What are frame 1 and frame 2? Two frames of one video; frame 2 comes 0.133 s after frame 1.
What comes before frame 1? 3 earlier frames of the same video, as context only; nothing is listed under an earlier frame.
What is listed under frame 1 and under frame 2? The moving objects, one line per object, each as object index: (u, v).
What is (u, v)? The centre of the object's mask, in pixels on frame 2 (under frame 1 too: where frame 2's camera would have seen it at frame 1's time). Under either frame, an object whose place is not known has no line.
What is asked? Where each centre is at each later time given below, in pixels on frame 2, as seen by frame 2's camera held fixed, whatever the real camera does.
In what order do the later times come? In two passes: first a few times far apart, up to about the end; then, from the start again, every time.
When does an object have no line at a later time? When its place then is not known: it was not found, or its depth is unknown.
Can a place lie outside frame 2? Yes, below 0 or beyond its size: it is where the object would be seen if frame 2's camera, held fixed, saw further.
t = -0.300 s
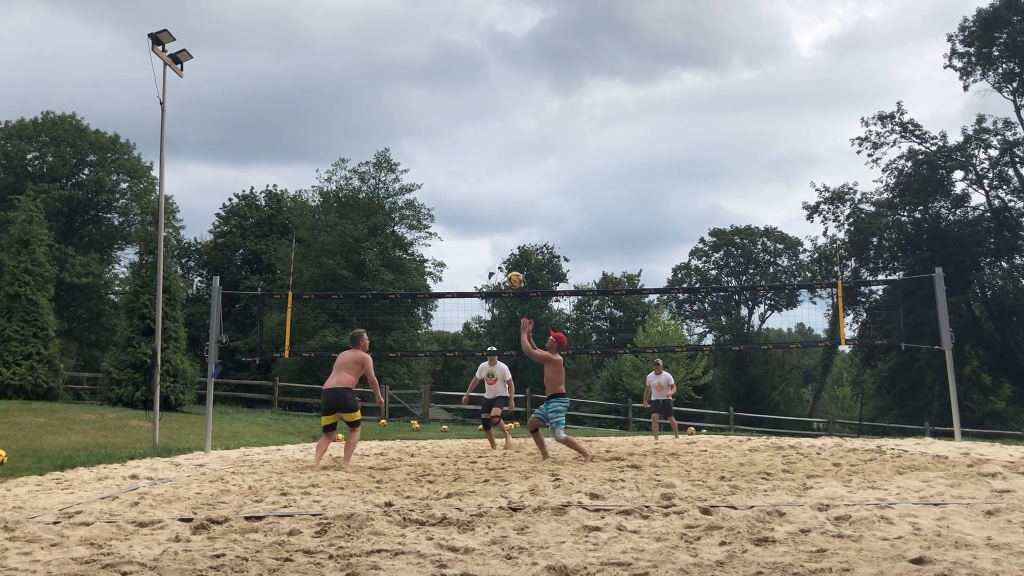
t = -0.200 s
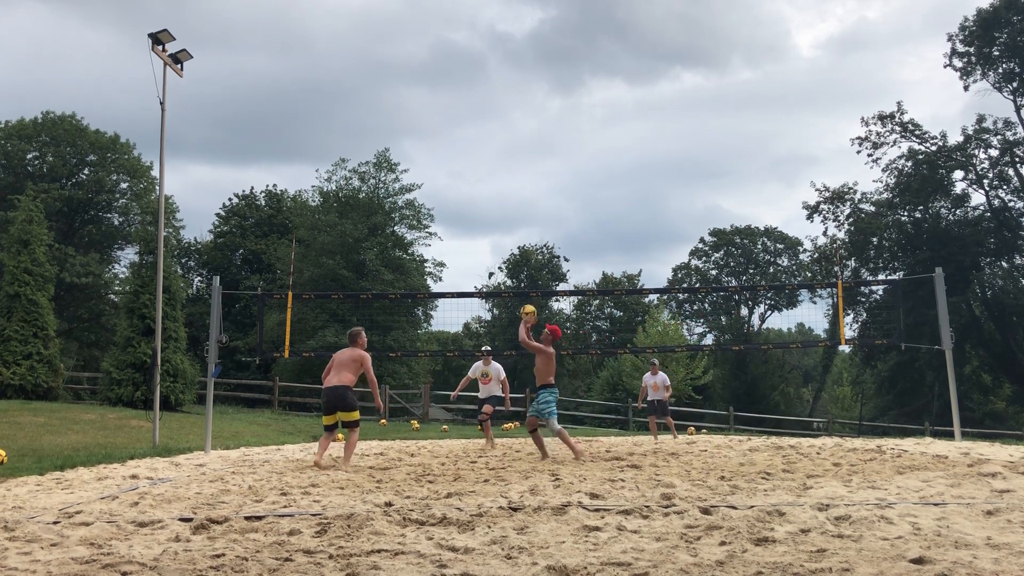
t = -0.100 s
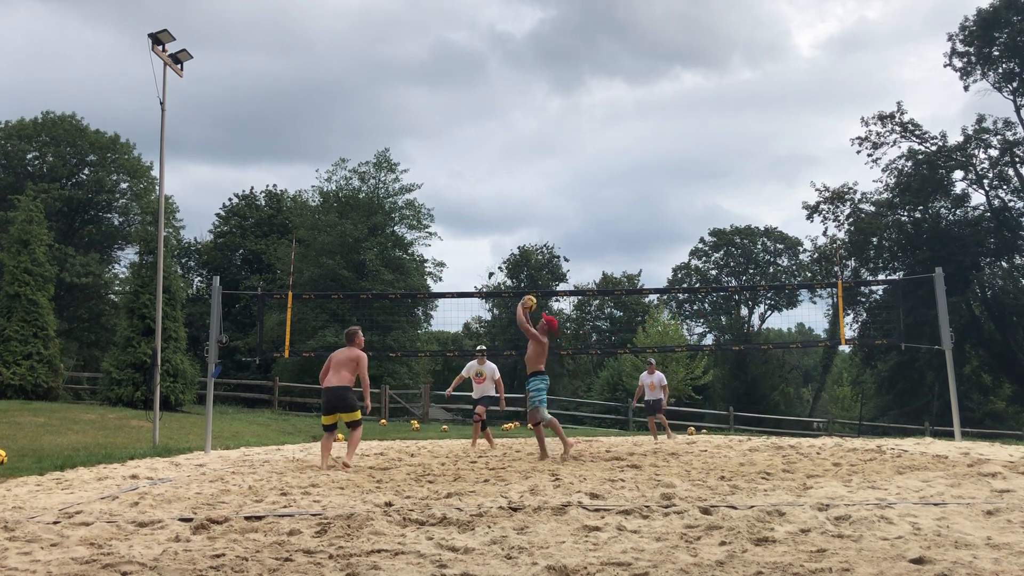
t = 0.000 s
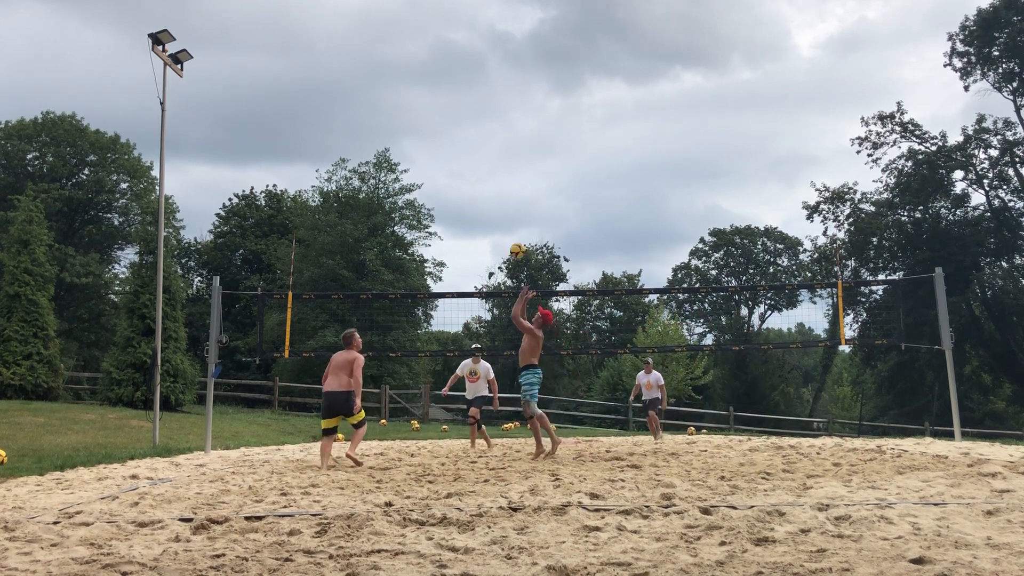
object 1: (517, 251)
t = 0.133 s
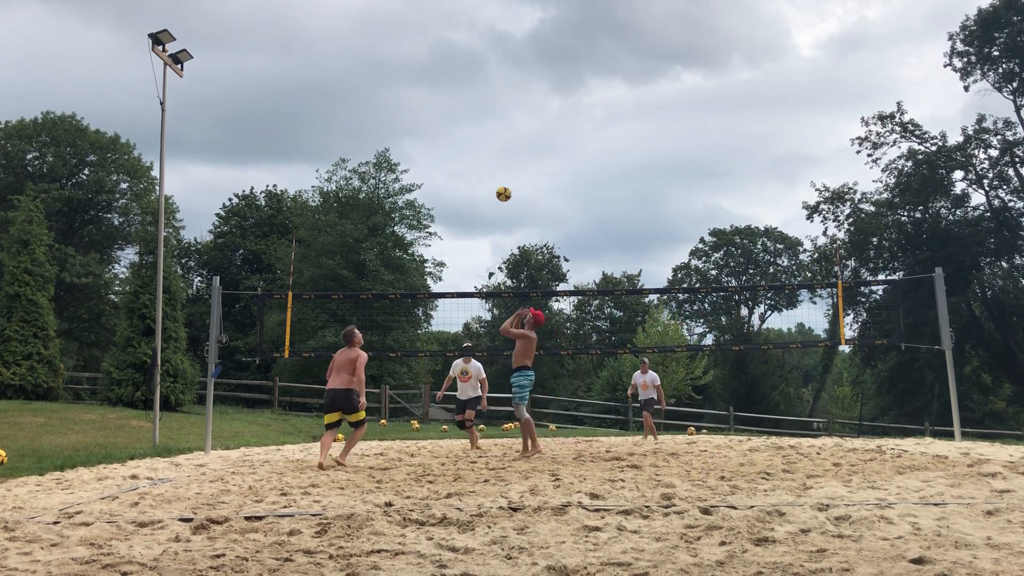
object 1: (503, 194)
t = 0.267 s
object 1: (491, 152)
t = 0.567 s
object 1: (465, 105)
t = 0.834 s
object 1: (445, 113)
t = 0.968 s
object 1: (436, 133)
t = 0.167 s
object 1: (500, 182)
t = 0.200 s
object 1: (497, 172)
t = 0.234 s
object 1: (494, 161)
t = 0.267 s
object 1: (491, 152)
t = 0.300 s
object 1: (487, 144)
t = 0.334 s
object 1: (484, 136)
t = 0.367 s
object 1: (481, 129)
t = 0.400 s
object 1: (478, 123)
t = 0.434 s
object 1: (476, 118)
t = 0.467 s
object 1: (473, 114)
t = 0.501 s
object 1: (470, 110)
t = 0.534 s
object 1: (467, 107)
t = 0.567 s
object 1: (465, 105)
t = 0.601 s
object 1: (462, 103)
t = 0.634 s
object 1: (459, 102)
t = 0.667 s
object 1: (457, 102)
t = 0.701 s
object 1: (454, 103)
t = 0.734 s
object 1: (452, 104)
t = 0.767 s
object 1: (450, 106)
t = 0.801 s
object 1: (447, 109)
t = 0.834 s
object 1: (445, 113)
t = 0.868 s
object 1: (442, 117)
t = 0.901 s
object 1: (440, 122)
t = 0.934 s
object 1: (438, 127)
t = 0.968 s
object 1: (436, 133)
